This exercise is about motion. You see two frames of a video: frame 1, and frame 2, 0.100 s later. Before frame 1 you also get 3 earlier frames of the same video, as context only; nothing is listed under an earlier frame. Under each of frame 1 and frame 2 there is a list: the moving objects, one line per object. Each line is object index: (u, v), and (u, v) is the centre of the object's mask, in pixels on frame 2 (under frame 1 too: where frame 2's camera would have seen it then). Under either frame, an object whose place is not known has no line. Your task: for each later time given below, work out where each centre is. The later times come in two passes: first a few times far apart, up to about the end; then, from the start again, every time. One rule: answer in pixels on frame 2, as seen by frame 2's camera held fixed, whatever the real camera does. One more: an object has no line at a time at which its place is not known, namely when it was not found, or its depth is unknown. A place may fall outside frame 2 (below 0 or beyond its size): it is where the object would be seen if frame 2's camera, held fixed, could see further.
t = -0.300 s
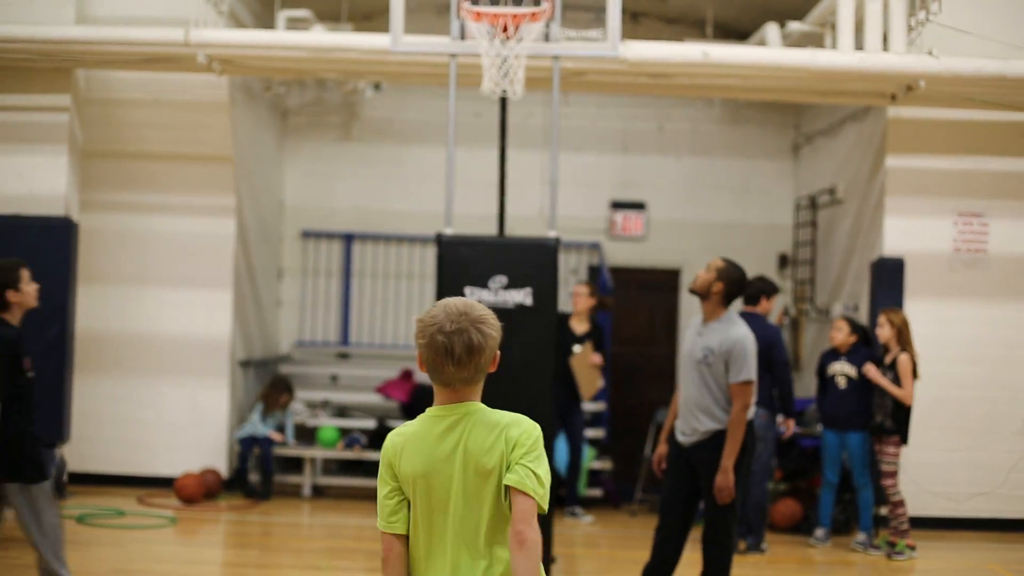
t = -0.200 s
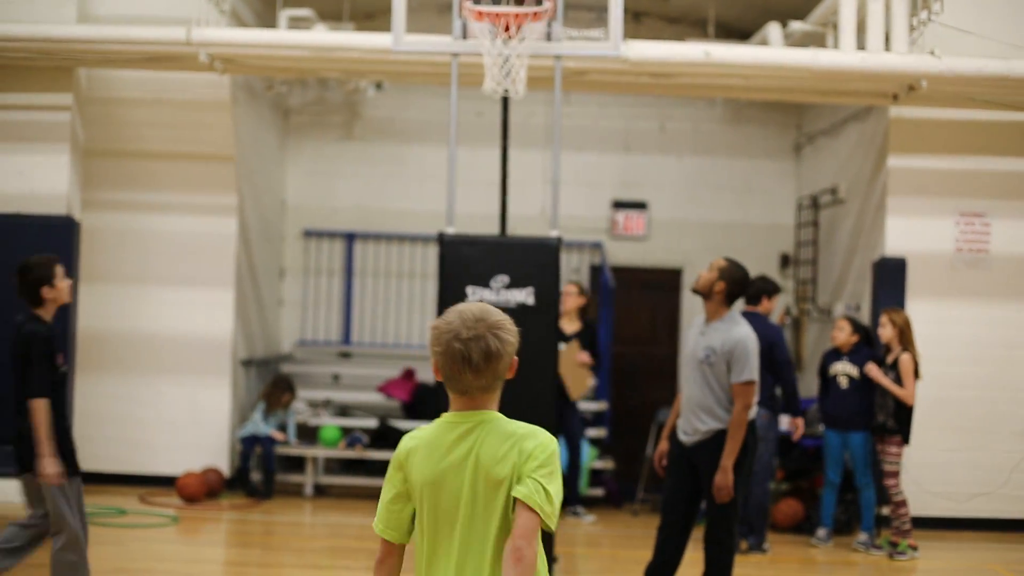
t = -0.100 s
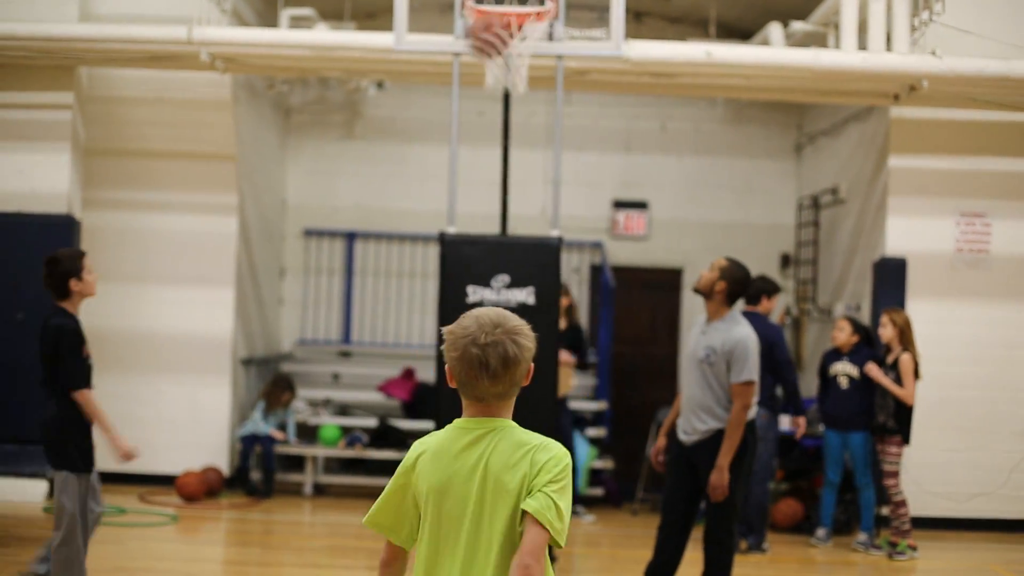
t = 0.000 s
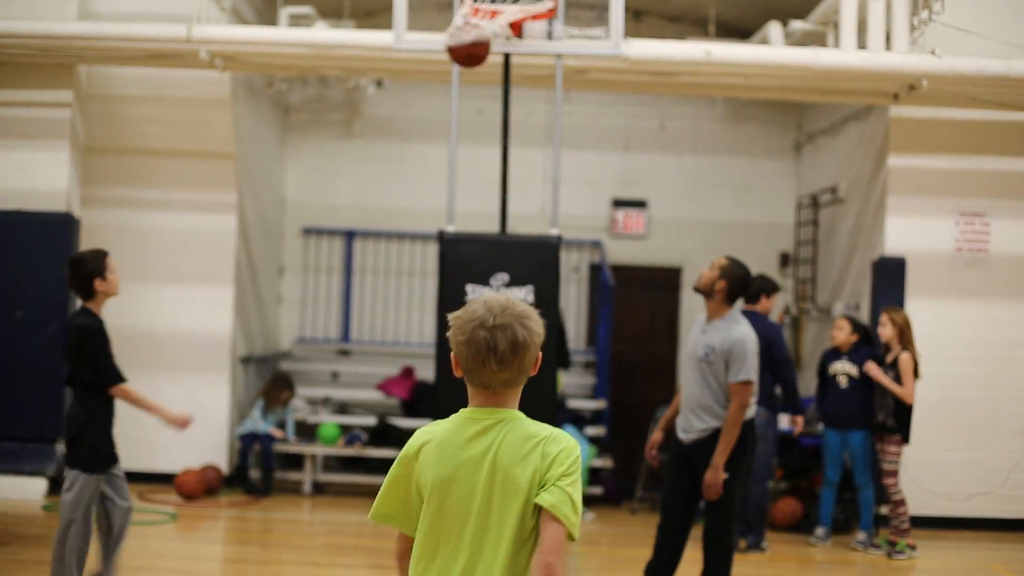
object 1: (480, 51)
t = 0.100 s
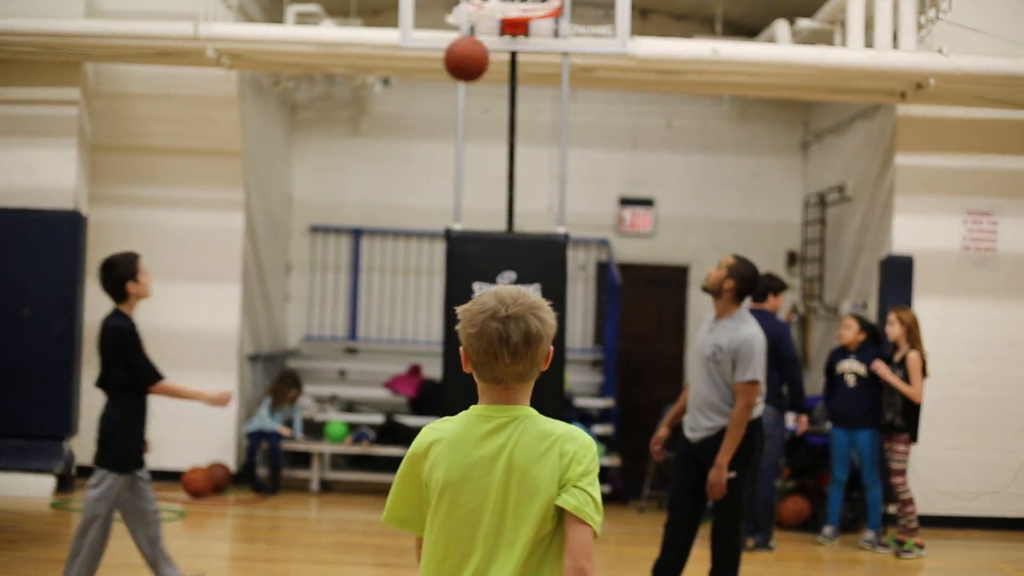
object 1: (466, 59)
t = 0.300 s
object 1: (444, 150)
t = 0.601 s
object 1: (396, 453)
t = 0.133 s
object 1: (463, 68)
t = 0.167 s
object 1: (459, 80)
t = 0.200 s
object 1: (456, 94)
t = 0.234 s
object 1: (452, 111)
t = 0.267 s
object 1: (448, 129)
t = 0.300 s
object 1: (444, 150)
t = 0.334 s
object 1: (440, 175)
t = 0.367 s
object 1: (436, 202)
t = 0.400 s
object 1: (432, 231)
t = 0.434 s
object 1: (428, 262)
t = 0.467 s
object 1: (423, 296)
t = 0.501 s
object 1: (418, 333)
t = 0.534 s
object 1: (412, 376)
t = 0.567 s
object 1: (407, 419)
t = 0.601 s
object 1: (396, 453)
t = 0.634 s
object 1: (382, 501)
